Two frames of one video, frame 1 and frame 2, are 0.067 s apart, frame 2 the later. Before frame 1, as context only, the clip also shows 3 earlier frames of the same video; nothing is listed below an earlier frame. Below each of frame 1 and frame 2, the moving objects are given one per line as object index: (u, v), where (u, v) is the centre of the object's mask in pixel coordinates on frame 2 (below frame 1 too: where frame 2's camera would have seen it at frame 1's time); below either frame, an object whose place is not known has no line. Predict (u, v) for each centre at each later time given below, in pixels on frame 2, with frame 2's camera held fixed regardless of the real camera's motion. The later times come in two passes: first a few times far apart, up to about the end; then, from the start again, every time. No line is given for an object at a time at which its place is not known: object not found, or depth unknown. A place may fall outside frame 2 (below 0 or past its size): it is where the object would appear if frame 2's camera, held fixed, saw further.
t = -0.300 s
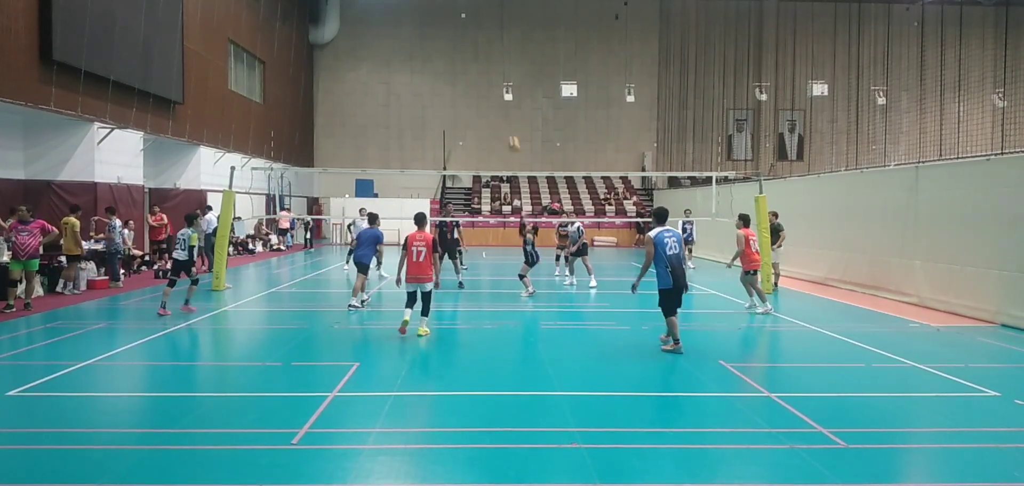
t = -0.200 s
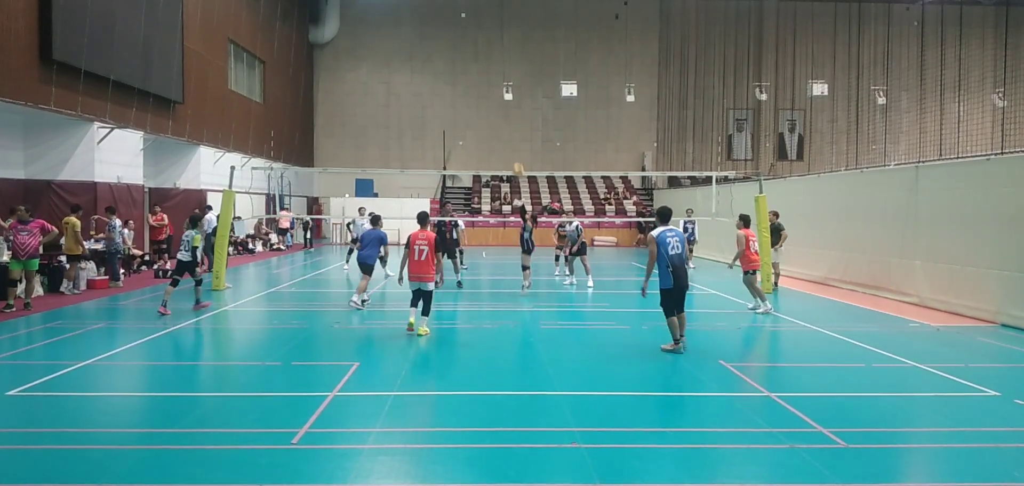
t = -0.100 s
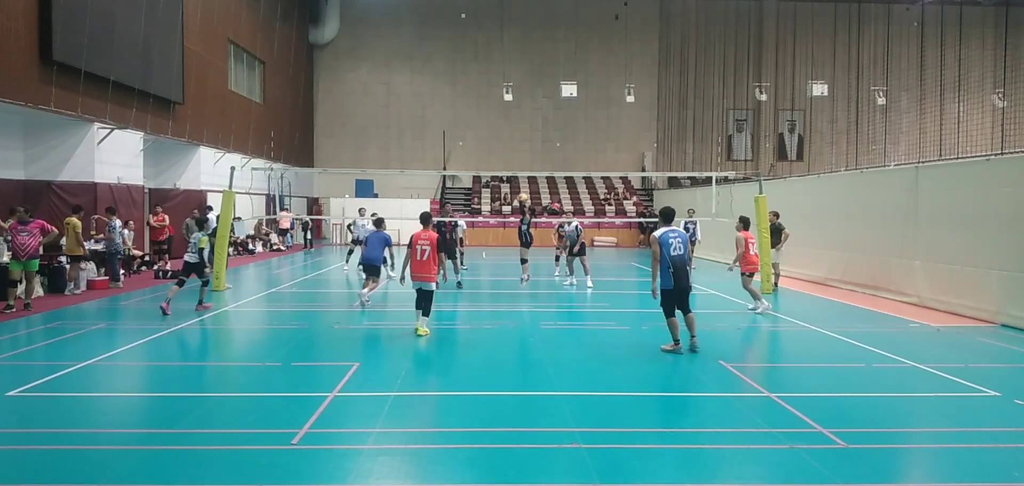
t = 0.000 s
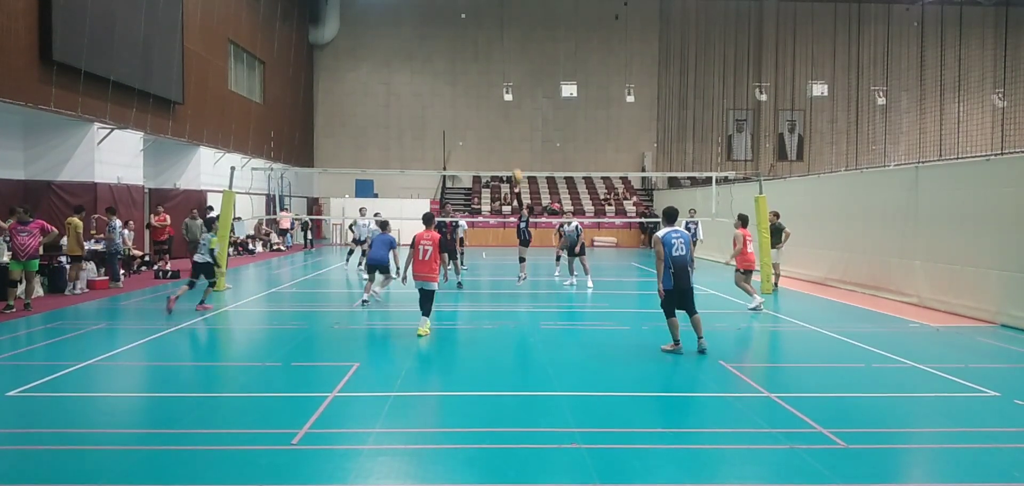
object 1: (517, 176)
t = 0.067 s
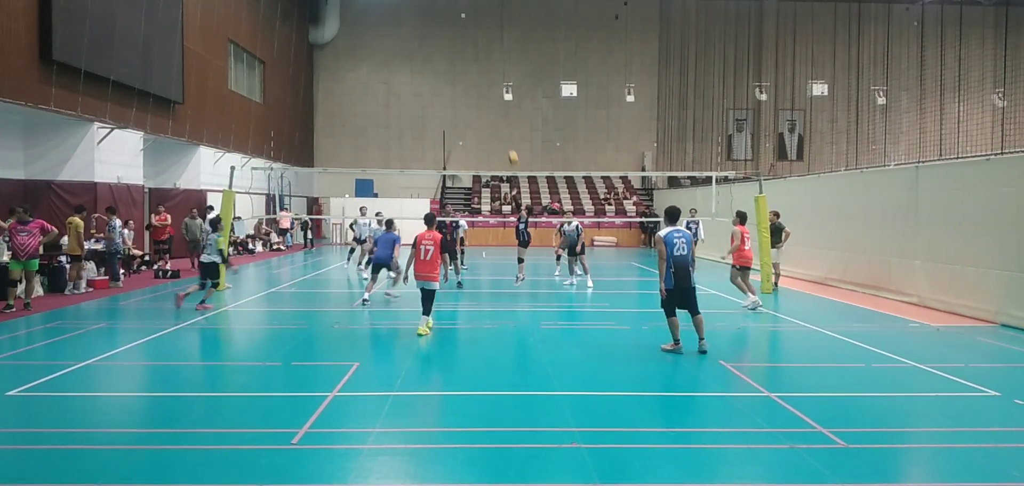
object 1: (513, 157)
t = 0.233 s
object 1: (501, 123)
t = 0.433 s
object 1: (487, 101)
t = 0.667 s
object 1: (471, 101)
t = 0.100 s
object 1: (511, 149)
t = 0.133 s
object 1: (508, 142)
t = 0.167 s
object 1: (506, 135)
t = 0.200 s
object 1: (504, 129)
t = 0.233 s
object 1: (501, 123)
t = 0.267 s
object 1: (499, 118)
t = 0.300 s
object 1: (497, 113)
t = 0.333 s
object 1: (494, 110)
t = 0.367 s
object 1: (492, 106)
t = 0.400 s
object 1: (490, 103)
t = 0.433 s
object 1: (487, 101)
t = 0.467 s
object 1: (485, 100)
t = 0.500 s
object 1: (483, 99)
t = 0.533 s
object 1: (480, 98)
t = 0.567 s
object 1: (478, 98)
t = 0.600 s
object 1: (476, 99)
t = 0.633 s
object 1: (473, 100)
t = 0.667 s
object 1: (471, 101)
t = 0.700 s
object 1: (469, 104)
